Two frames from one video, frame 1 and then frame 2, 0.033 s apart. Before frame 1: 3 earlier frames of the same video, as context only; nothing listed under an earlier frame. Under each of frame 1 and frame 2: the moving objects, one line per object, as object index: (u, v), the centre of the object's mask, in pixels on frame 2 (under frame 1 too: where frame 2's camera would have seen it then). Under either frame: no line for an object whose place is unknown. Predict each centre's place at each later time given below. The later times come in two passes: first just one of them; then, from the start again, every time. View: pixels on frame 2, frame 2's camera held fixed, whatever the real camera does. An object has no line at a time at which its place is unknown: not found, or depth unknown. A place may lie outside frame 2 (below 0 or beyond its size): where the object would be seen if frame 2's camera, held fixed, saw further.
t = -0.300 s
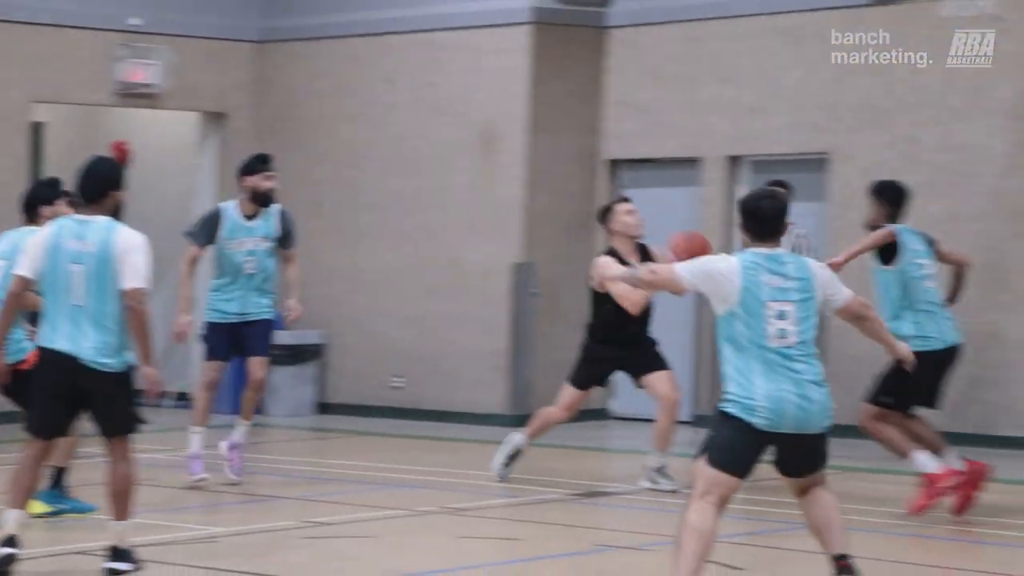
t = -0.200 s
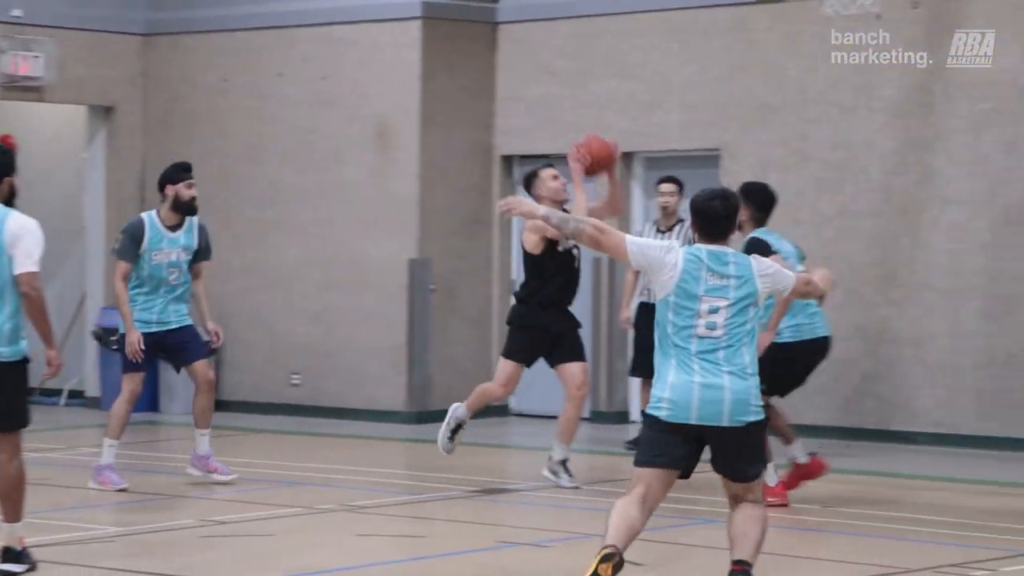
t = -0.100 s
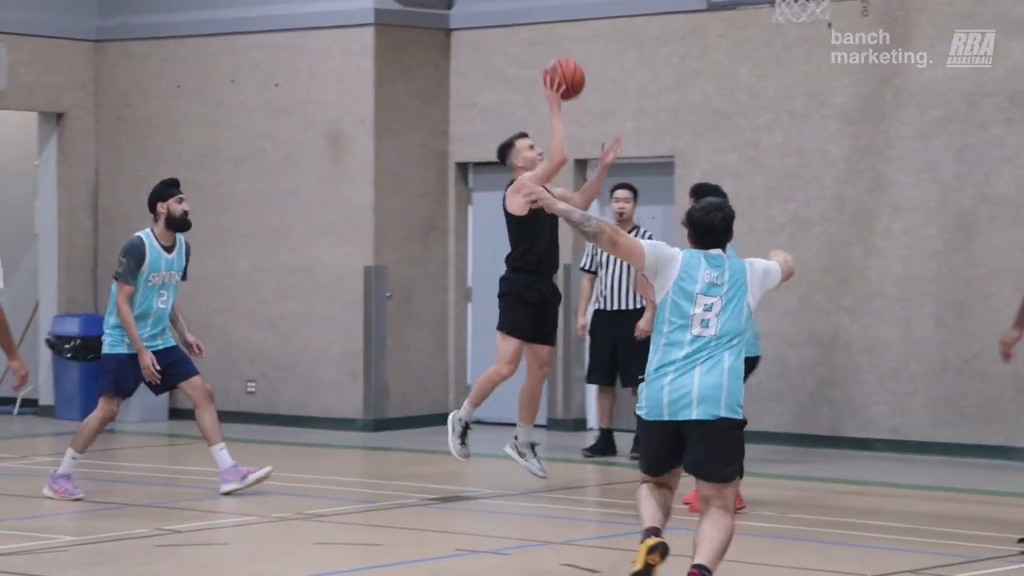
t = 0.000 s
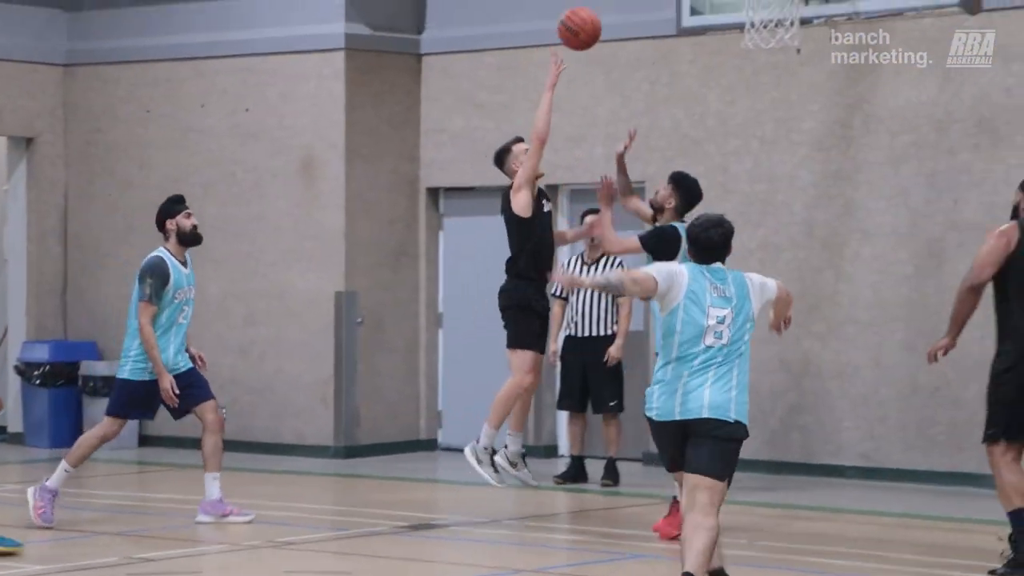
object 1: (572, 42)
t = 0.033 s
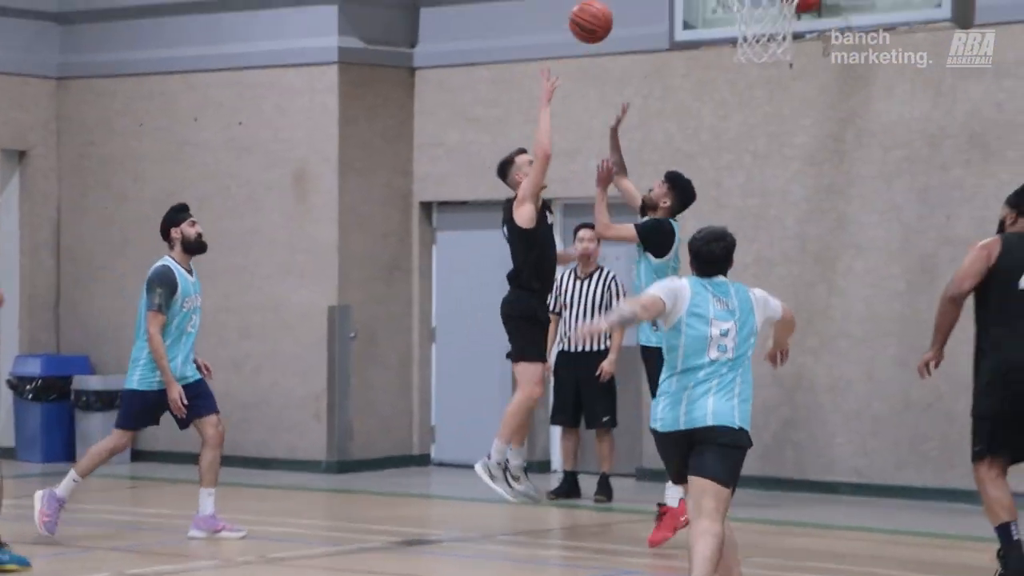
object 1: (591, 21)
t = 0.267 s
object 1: (722, -75)
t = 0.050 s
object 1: (600, 12)
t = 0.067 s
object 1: (609, 2)
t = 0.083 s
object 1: (618, -7)
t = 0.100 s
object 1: (628, -16)
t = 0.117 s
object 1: (637, -24)
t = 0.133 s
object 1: (647, -32)
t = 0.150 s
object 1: (656, -39)
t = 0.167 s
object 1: (666, -46)
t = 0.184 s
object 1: (675, -52)
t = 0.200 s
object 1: (684, -58)
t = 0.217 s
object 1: (694, -62)
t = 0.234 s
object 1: (703, -67)
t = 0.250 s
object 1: (713, -71)
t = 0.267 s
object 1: (722, -75)
